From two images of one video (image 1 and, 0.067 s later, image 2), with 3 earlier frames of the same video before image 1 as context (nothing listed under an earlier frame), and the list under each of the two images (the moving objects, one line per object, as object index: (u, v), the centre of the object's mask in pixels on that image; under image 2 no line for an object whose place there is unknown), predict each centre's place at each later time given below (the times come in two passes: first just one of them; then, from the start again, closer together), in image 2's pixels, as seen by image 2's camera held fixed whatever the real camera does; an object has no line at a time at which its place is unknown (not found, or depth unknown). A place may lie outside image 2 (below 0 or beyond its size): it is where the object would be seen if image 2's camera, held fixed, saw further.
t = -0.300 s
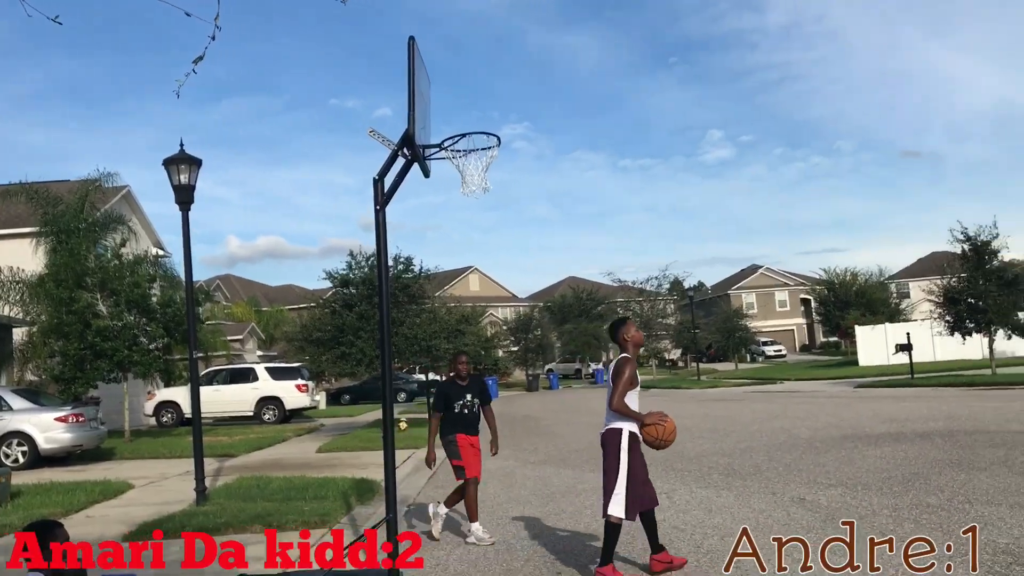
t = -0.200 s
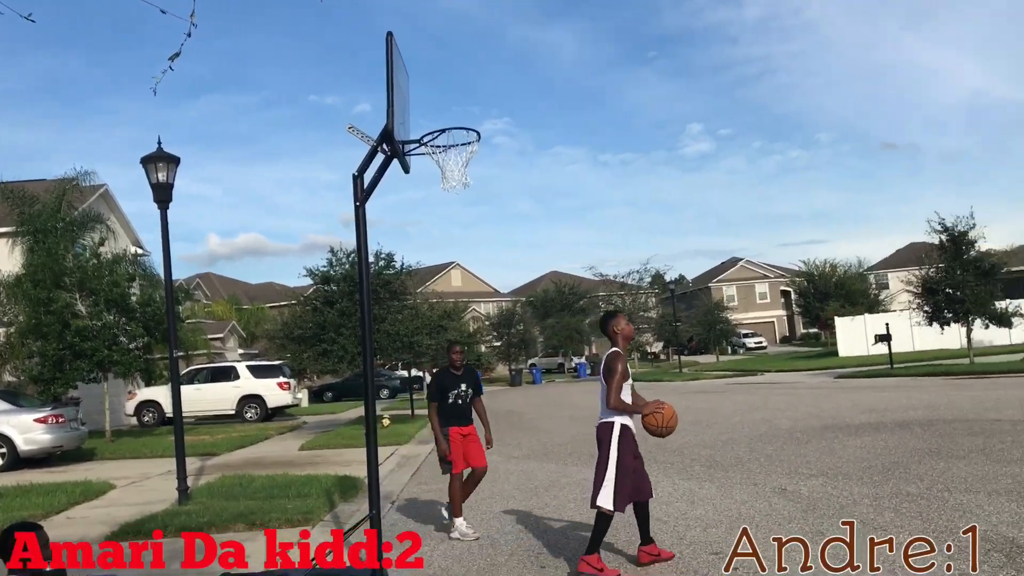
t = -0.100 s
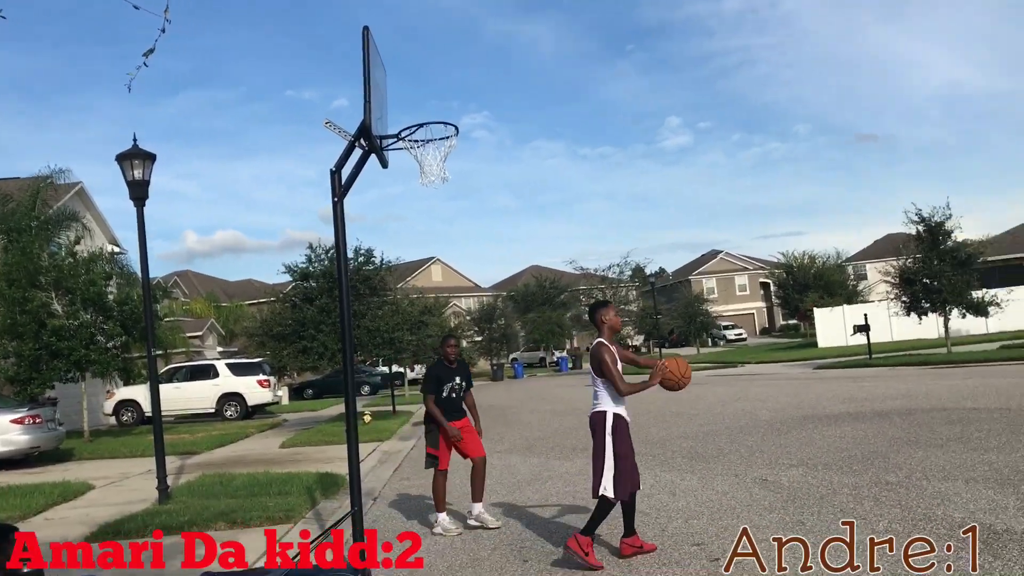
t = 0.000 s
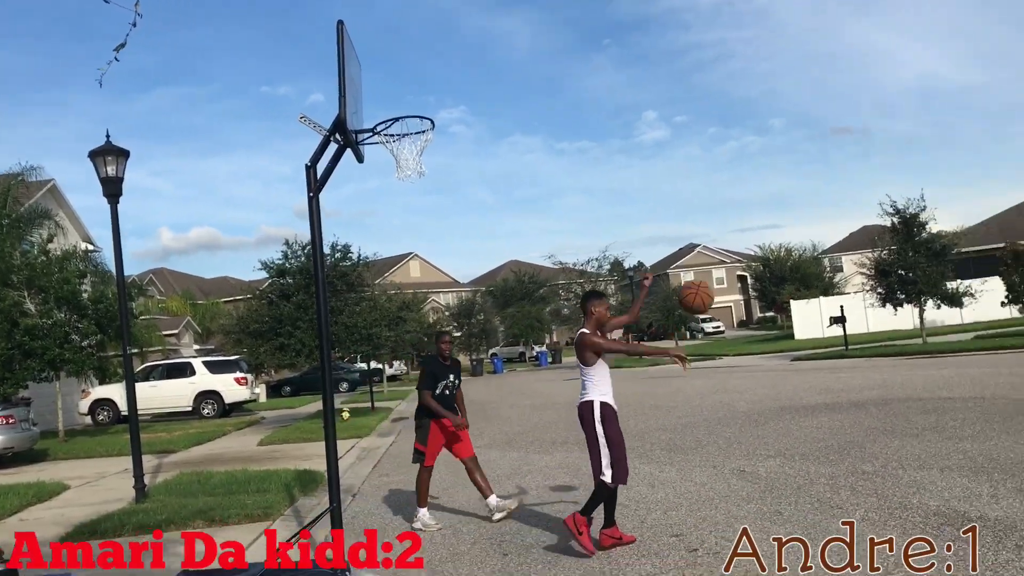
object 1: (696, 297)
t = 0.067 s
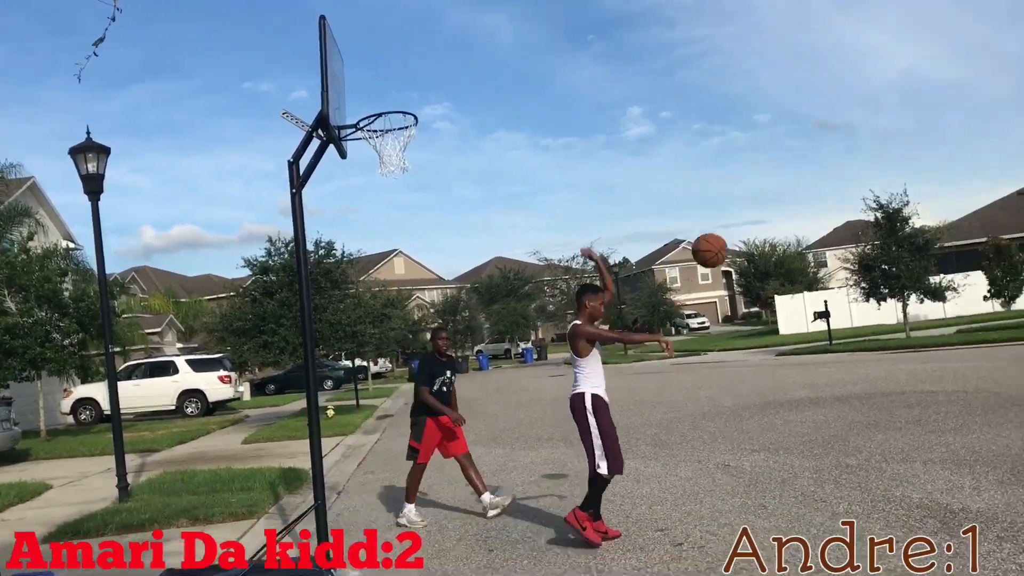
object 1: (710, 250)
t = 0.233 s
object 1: (795, 178)
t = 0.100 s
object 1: (727, 234)
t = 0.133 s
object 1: (746, 218)
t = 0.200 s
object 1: (779, 190)
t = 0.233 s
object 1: (795, 178)
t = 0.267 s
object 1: (813, 168)
